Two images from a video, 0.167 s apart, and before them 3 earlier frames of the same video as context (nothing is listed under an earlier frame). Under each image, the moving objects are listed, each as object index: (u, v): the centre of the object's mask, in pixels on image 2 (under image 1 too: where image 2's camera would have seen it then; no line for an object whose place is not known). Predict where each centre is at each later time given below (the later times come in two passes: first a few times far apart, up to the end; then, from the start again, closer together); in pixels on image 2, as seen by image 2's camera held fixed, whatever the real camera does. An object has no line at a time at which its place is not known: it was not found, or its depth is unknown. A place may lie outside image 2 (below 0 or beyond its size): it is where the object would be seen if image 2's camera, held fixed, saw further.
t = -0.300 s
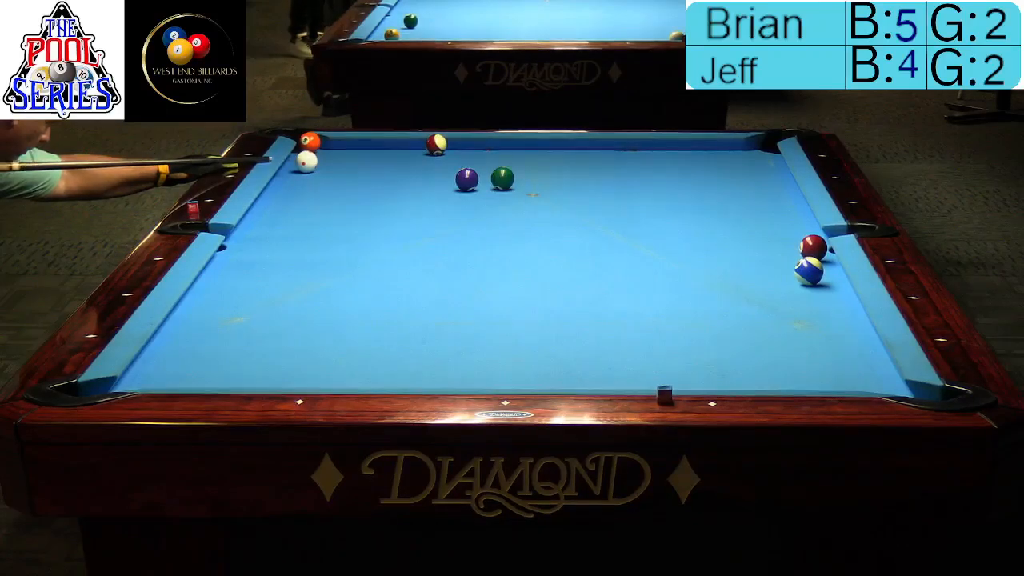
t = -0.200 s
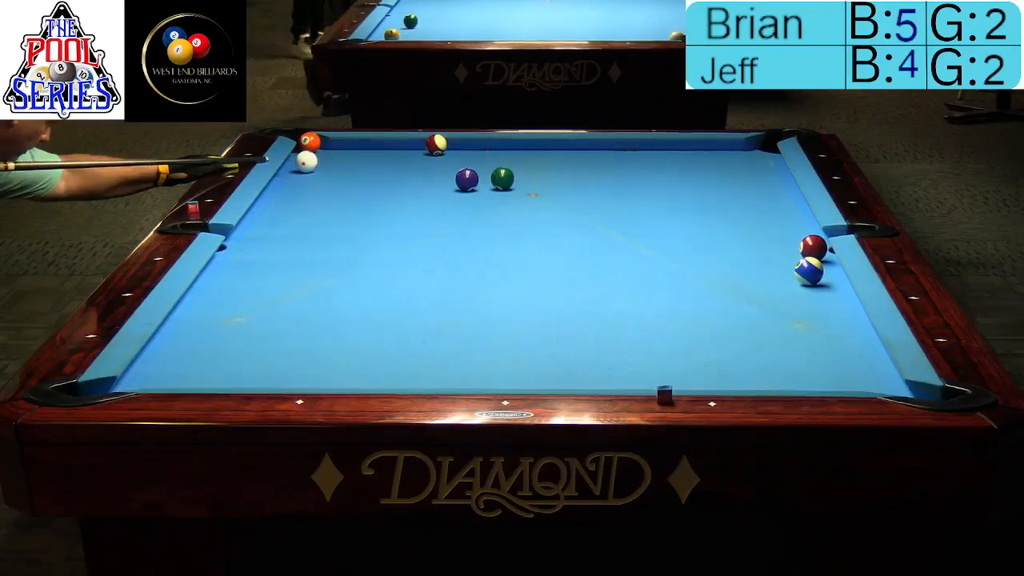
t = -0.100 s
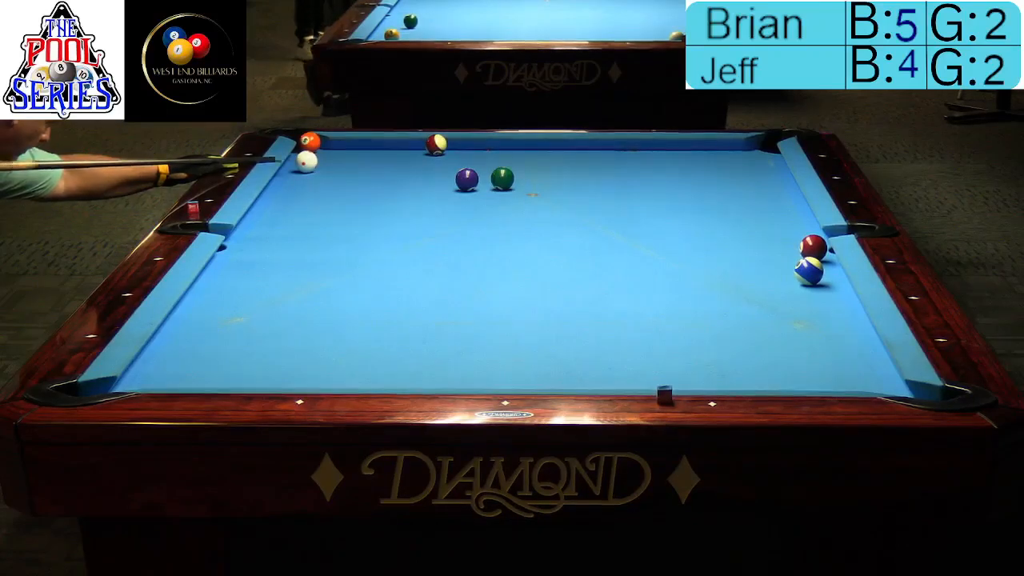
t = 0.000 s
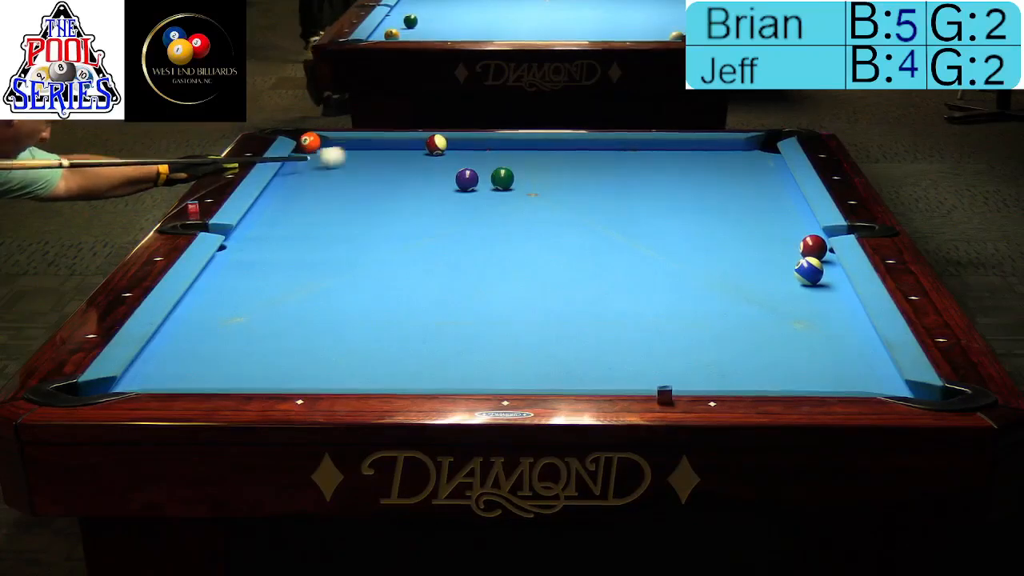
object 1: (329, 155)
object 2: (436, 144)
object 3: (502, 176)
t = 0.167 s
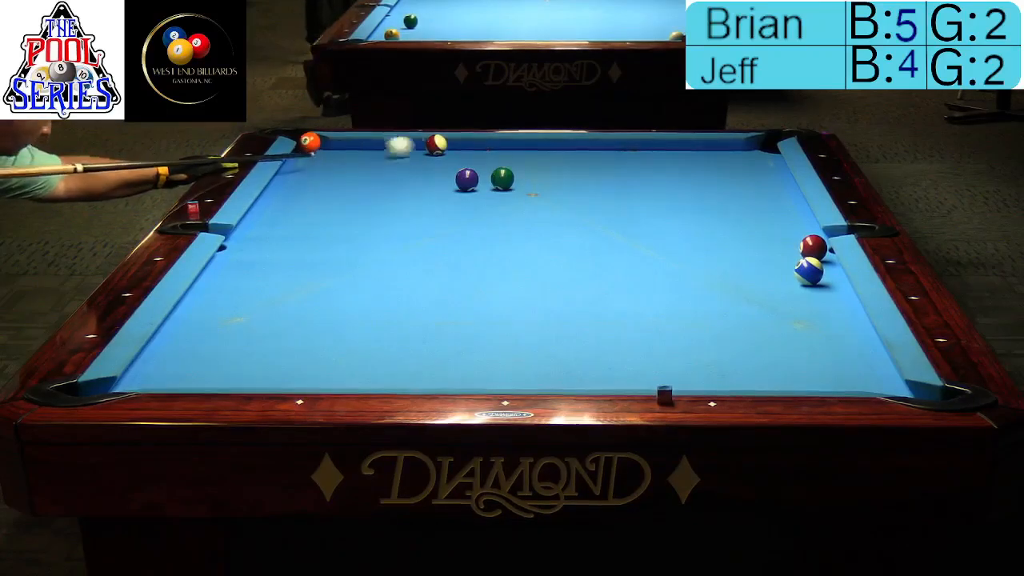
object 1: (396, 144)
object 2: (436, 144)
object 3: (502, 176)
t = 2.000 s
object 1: (521, 180)
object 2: (763, 147)
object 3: (562, 204)
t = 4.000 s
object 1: (523, 181)
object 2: (623, 148)
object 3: (655, 246)
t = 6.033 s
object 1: (523, 180)
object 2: (605, 146)
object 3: (682, 258)
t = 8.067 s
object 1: (523, 180)
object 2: (605, 146)
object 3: (681, 258)
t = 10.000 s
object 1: (523, 180)
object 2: (605, 147)
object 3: (681, 258)
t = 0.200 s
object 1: (411, 143)
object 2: (436, 144)
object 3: (502, 176)
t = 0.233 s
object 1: (417, 142)
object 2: (443, 144)
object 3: (502, 176)
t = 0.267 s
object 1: (419, 143)
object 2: (452, 145)
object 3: (502, 176)
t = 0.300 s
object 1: (422, 144)
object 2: (459, 145)
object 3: (502, 176)
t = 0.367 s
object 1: (429, 147)
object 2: (471, 145)
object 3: (502, 177)
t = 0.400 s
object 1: (432, 149)
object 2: (477, 145)
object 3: (502, 177)
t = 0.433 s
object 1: (436, 150)
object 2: (486, 145)
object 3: (502, 176)
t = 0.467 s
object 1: (439, 152)
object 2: (492, 145)
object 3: (502, 177)
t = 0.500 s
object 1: (443, 153)
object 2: (500, 145)
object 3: (502, 177)
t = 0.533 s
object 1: (446, 154)
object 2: (508, 145)
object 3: (502, 177)
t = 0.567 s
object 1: (450, 156)
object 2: (515, 145)
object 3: (502, 177)
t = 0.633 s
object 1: (456, 158)
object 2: (528, 146)
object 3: (502, 177)
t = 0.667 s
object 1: (460, 159)
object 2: (534, 151)
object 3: (502, 177)
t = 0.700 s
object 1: (463, 160)
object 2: (538, 148)
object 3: (502, 177)
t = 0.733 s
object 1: (467, 160)
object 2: (546, 146)
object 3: (502, 177)
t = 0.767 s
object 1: (471, 162)
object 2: (552, 146)
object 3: (502, 177)
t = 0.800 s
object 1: (475, 163)
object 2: (559, 146)
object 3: (502, 177)
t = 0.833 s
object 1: (479, 166)
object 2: (566, 146)
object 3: (502, 177)
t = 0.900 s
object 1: (484, 169)
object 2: (580, 146)
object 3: (502, 177)
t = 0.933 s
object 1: (486, 170)
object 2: (586, 147)
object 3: (502, 177)
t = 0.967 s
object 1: (488, 171)
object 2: (593, 147)
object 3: (502, 177)
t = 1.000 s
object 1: (491, 172)
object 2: (598, 147)
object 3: (503, 177)
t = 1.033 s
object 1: (493, 172)
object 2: (604, 146)
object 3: (505, 179)
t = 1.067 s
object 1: (494, 173)
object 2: (611, 147)
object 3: (508, 180)
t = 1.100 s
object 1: (496, 173)
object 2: (616, 147)
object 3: (510, 181)
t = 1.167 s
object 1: (499, 174)
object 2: (628, 146)
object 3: (513, 183)
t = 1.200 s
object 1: (500, 175)
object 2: (635, 146)
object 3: (515, 184)
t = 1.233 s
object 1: (501, 175)
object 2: (642, 146)
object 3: (517, 185)
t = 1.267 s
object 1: (503, 175)
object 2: (649, 147)
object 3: (519, 186)
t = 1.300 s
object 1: (504, 176)
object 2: (655, 147)
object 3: (521, 187)
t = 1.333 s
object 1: (505, 176)
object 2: (659, 147)
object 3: (523, 188)
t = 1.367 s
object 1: (506, 177)
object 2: (666, 147)
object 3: (525, 189)
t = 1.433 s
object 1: (509, 177)
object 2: (677, 143)
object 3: (529, 191)
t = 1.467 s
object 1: (510, 178)
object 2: (682, 147)
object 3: (531, 190)
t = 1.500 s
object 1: (510, 178)
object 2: (688, 147)
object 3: (533, 192)
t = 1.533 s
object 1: (511, 178)
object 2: (693, 147)
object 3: (535, 193)
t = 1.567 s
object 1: (512, 178)
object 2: (700, 146)
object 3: (537, 194)
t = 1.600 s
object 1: (513, 179)
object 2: (706, 147)
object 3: (539, 195)
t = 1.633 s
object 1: (513, 179)
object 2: (713, 147)
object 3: (541, 196)
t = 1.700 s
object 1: (515, 179)
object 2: (724, 148)
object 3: (544, 197)
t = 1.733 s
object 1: (515, 179)
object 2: (728, 147)
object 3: (546, 199)
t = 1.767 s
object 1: (516, 179)
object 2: (733, 148)
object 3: (548, 199)
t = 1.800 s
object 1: (517, 179)
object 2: (739, 148)
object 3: (550, 200)
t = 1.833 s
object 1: (518, 179)
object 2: (744, 148)
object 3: (552, 201)
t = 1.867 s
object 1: (518, 179)
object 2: (750, 148)
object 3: (554, 202)
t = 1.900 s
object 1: (519, 180)
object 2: (755, 148)
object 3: (556, 203)
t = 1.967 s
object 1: (520, 180)
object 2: (764, 146)
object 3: (560, 203)
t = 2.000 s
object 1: (521, 180)
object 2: (763, 147)
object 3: (562, 204)
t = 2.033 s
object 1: (521, 180)
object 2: (759, 147)
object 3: (563, 206)
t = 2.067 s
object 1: (521, 180)
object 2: (756, 147)
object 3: (565, 207)
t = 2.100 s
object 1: (522, 180)
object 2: (753, 148)
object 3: (567, 208)
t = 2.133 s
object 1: (522, 180)
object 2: (750, 148)
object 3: (569, 208)
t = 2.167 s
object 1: (522, 180)
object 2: (747, 148)
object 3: (571, 209)
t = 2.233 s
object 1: (522, 180)
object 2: (740, 148)
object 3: (574, 211)
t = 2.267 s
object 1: (522, 181)
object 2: (738, 148)
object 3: (576, 212)
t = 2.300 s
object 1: (522, 180)
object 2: (734, 148)
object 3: (578, 213)
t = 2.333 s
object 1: (523, 181)
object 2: (731, 148)
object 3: (580, 213)
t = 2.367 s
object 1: (523, 180)
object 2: (728, 148)
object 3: (582, 214)
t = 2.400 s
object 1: (523, 181)
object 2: (725, 148)
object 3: (584, 215)
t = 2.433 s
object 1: (523, 181)
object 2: (722, 149)
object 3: (586, 216)
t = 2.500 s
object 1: (523, 181)
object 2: (717, 148)
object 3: (589, 217)
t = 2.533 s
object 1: (523, 181)
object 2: (714, 148)
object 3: (591, 218)
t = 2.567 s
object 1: (523, 181)
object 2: (711, 148)
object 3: (593, 218)
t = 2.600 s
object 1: (523, 181)
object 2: (707, 148)
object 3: (594, 219)
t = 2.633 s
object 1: (523, 181)
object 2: (705, 148)
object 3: (596, 220)
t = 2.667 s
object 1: (523, 181)
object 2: (701, 148)
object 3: (598, 221)
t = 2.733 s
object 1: (522, 181)
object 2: (696, 148)
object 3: (601, 223)
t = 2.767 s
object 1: (523, 181)
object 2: (693, 148)
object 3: (603, 224)
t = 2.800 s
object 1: (523, 181)
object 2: (691, 148)
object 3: (605, 224)
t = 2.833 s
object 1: (523, 181)
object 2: (688, 148)
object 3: (606, 225)
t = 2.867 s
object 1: (523, 181)
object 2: (686, 149)
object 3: (608, 225)
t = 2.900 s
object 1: (523, 181)
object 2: (684, 148)
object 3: (609, 226)
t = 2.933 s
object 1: (523, 181)
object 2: (681, 148)
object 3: (611, 227)
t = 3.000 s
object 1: (523, 181)
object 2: (677, 148)
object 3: (614, 228)
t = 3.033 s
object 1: (523, 181)
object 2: (675, 148)
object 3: (616, 229)
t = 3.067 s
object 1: (523, 181)
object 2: (672, 148)
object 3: (617, 229)
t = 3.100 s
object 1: (523, 181)
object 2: (669, 148)
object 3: (619, 230)
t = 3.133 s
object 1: (523, 181)
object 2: (667, 148)
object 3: (620, 231)
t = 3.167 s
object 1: (523, 181)
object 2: (665, 149)
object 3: (622, 231)
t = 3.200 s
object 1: (523, 181)
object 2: (663, 148)
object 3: (623, 232)
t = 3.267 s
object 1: (523, 181)
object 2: (659, 148)
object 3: (626, 234)
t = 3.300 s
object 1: (523, 181)
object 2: (657, 149)
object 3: (628, 233)
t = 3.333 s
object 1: (523, 181)
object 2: (655, 148)
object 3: (629, 235)
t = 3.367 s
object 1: (523, 181)
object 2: (653, 148)
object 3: (631, 236)
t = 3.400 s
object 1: (523, 181)
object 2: (651, 148)
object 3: (632, 236)
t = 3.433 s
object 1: (523, 181)
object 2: (650, 148)
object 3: (634, 237)
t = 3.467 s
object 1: (523, 181)
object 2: (648, 148)
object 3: (635, 237)
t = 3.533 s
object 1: (523, 181)
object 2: (644, 148)
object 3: (638, 238)
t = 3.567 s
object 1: (523, 181)
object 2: (643, 148)
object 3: (639, 239)
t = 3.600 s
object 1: (523, 181)
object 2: (641, 148)
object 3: (641, 240)
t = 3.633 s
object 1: (523, 181)
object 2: (639, 148)
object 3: (642, 240)
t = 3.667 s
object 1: (523, 181)
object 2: (637, 148)
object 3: (643, 241)
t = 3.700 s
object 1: (523, 181)
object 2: (636, 148)
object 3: (644, 241)
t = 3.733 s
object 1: (523, 181)
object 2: (634, 148)
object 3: (645, 242)
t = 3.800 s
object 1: (522, 181)
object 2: (631, 148)
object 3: (648, 243)
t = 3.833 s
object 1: (523, 181)
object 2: (630, 148)
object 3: (649, 243)
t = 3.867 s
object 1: (523, 181)
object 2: (628, 148)
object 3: (650, 243)
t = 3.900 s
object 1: (523, 181)
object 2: (627, 148)
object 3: (651, 244)
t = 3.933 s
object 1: (523, 181)
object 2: (626, 148)
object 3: (653, 245)
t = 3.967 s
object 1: (523, 181)
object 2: (624, 148)
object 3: (654, 245)
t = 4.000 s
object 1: (523, 181)
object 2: (623, 148)
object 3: (655, 246)
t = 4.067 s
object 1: (522, 181)
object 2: (621, 148)
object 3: (657, 247)
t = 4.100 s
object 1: (523, 181)
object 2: (620, 148)
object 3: (658, 247)
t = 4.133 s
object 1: (522, 181)
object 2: (619, 149)
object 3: (660, 248)
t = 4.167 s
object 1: (523, 181)
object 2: (618, 148)
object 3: (660, 248)
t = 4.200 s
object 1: (523, 181)
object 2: (617, 148)
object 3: (661, 248)
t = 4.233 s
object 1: (523, 181)
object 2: (616, 149)
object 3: (662, 249)
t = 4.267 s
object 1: (523, 181)
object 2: (615, 148)
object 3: (663, 249)
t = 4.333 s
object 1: (523, 181)
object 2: (614, 148)
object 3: (665, 250)
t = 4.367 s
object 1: (523, 181)
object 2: (613, 148)
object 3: (666, 251)
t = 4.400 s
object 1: (523, 180)
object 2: (612, 148)
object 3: (667, 251)
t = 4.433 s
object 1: (522, 181)
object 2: (611, 148)
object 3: (667, 251)
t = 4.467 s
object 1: (523, 181)
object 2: (611, 148)
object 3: (669, 252)
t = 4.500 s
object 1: (523, 181)
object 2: (610, 148)
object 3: (669, 252)
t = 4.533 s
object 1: (523, 181)
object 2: (610, 148)
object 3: (670, 252)
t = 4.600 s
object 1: (523, 181)
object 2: (608, 148)
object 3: (672, 253)
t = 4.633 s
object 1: (523, 181)
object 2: (608, 148)
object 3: (672, 253)
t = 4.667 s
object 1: (523, 181)
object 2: (607, 148)
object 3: (673, 253)
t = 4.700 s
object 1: (523, 181)
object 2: (607, 147)
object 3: (674, 254)
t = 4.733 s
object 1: (522, 181)
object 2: (606, 148)
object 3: (674, 254)
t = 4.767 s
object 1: (523, 180)
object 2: (606, 147)
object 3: (675, 254)
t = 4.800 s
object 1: (523, 180)
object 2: (606, 147)
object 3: (675, 255)
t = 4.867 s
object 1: (523, 181)
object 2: (605, 147)
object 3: (677, 255)
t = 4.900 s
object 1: (523, 180)
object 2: (605, 147)
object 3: (677, 255)
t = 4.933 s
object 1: (522, 180)
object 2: (605, 147)
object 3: (678, 255)
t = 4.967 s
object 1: (523, 180)
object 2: (605, 147)
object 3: (678, 255)
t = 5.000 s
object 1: (523, 180)
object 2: (605, 147)
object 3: (679, 256)
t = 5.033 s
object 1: (523, 180)
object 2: (605, 147)
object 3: (680, 256)
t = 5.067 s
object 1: (523, 180)
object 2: (605, 147)
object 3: (680, 256)
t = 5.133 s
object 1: (522, 180)
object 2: (605, 147)
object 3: (680, 257)
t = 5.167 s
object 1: (522, 180)
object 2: (605, 147)
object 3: (681, 257)
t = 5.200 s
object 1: (523, 180)
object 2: (605, 147)
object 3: (681, 257)
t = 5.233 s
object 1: (523, 180)
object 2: (605, 147)
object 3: (681, 257)
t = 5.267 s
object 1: (522, 180)
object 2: (605, 147)
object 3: (681, 257)
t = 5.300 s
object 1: (523, 180)
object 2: (605, 147)
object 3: (681, 257)
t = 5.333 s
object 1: (523, 180)
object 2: (605, 147)
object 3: (681, 257)
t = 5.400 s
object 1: (523, 180)
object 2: (605, 147)
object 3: (682, 257)
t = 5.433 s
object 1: (523, 180)
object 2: (605, 147)
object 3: (682, 257)
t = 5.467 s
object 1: (522, 180)
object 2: (605, 147)
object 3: (682, 258)
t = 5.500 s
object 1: (522, 180)
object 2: (605, 146)
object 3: (682, 258)
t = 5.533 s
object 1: (523, 180)
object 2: (605, 147)
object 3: (682, 258)
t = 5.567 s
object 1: (522, 180)
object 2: (605, 147)
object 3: (682, 258)
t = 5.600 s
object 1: (522, 180)
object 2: (605, 146)
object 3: (682, 258)
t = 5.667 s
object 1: (523, 180)
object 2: (605, 146)
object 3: (682, 258)
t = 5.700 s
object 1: (523, 180)
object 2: (605, 146)
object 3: (682, 258)
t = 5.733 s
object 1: (523, 180)
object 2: (605, 146)
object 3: (682, 258)
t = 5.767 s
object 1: (523, 180)
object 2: (605, 146)
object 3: (682, 258)
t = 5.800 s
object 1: (523, 180)
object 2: (605, 146)
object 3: (682, 258)
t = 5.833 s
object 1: (523, 180)
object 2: (605, 146)
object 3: (682, 258)
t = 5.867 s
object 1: (523, 180)
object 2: (605, 146)
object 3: (682, 258)
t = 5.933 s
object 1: (523, 180)
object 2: (605, 146)
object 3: (682, 258)
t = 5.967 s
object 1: (523, 180)
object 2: (605, 146)
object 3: (682, 258)
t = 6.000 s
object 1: (523, 180)
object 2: (605, 146)
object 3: (682, 258)
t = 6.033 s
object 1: (523, 180)
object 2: (605, 146)
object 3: (682, 258)
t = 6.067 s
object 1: (523, 180)
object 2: (605, 146)
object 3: (682, 258)
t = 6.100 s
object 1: (523, 180)
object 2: (605, 146)
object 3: (682, 258)
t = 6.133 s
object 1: (523, 180)
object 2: (605, 146)
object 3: (682, 258)
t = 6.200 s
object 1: (523, 180)
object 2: (605, 146)
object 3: (682, 258)
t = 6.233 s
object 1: (523, 180)
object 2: (605, 146)
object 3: (682, 258)
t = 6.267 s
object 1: (523, 180)
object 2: (605, 146)
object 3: (682, 258)
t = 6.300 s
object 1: (523, 180)
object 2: (605, 146)
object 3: (682, 258)
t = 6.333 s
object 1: (523, 180)
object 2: (605, 146)
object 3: (682, 258)
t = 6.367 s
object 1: (523, 180)
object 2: (605, 146)
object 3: (682, 258)
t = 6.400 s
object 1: (523, 180)
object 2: (605, 146)
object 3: (682, 258)
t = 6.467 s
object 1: (523, 180)
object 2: (605, 146)
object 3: (682, 258)
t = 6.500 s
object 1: (523, 180)
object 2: (605, 146)
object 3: (682, 258)
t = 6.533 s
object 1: (523, 179)
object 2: (605, 146)
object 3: (682, 258)
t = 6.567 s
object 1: (523, 180)
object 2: (605, 146)
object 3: (682, 258)
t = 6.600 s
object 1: (523, 180)
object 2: (605, 146)
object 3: (682, 258)
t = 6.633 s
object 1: (523, 180)
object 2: (605, 146)
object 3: (682, 258)
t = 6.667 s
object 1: (523, 180)
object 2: (605, 146)
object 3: (682, 258)
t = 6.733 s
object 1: (523, 180)
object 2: (605, 146)
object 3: (682, 257)
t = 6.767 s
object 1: (523, 180)
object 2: (605, 146)
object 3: (682, 257)
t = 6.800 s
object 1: (523, 180)
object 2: (605, 146)
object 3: (682, 258)
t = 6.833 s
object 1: (523, 180)
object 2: (605, 146)
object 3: (682, 257)
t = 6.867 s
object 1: (523, 180)
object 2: (605, 146)
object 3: (682, 258)
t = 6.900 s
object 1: (523, 180)
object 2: (605, 146)
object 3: (682, 257)
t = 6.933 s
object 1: (523, 180)
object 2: (605, 146)
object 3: (682, 257)
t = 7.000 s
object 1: (523, 179)
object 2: (605, 146)
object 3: (682, 257)
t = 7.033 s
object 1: (523, 180)
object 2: (605, 146)
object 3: (682, 257)
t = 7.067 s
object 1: (523, 180)
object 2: (605, 146)
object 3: (682, 258)
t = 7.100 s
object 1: (523, 180)
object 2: (605, 146)
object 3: (682, 258)
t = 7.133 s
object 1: (523, 180)
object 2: (605, 146)
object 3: (682, 258)
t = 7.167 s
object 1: (523, 180)
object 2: (605, 146)
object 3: (682, 258)
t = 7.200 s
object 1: (523, 180)
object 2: (605, 146)
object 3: (682, 257)
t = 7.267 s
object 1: (523, 180)
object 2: (605, 146)
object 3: (682, 257)
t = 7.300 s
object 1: (523, 180)
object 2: (605, 146)
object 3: (682, 258)
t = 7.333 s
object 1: (523, 180)
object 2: (605, 146)
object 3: (682, 257)
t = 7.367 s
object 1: (523, 180)
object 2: (605, 146)
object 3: (682, 257)
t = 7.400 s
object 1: (523, 180)
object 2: (605, 146)
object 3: (682, 258)
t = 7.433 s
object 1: (523, 180)
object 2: (605, 146)
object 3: (682, 257)
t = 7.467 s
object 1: (523, 180)
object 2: (605, 146)
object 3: (682, 258)
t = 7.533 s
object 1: (523, 180)
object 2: (605, 146)
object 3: (682, 258)
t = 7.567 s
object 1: (523, 180)
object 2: (605, 146)
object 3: (682, 258)
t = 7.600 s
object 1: (523, 180)
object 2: (605, 146)
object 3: (682, 258)
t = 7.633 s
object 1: (523, 180)
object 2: (605, 146)
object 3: (682, 257)
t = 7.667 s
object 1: (523, 180)
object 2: (605, 146)
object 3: (682, 257)
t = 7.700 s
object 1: (523, 180)
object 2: (605, 146)
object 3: (682, 258)
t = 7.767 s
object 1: (523, 180)
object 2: (605, 146)
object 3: (682, 257)
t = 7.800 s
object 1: (523, 180)
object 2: (605, 146)
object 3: (682, 258)
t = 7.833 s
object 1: (523, 180)
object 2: (605, 146)
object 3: (682, 258)
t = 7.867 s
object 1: (523, 180)
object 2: (605, 146)
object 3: (682, 257)
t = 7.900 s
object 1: (523, 180)
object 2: (605, 146)
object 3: (682, 257)
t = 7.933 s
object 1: (523, 180)
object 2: (605, 146)
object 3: (682, 257)
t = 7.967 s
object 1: (523, 180)
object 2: (605, 146)
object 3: (682, 257)
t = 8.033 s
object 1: (523, 180)
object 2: (605, 146)
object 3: (682, 258)
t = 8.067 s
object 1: (523, 180)
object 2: (605, 146)
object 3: (681, 258)
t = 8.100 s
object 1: (523, 180)
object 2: (605, 146)
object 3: (682, 258)
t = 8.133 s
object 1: (523, 180)
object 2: (605, 146)
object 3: (682, 257)
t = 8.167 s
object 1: (523, 180)
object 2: (605, 146)
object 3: (682, 258)
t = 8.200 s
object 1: (523, 180)
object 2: (605, 146)
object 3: (682, 258)
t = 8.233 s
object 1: (523, 180)
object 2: (605, 146)
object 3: (682, 257)
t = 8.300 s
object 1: (523, 180)
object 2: (605, 146)
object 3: (682, 258)
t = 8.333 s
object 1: (523, 180)
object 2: (605, 146)
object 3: (681, 258)
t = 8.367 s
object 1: (523, 180)
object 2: (605, 146)
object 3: (682, 257)
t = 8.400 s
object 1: (523, 180)
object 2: (605, 146)
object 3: (682, 258)
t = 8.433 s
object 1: (523, 180)
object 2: (605, 146)
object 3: (682, 257)
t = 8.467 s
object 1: (523, 180)
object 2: (605, 146)
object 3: (682, 258)
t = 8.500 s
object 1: (523, 180)
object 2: (605, 146)
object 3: (682, 257)
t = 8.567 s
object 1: (523, 180)
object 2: (605, 146)
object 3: (681, 258)
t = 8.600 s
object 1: (523, 180)
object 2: (605, 146)
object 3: (682, 257)
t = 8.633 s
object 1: (523, 180)
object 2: (605, 146)
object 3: (681, 258)
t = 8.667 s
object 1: (523, 180)
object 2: (605, 146)
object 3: (682, 257)
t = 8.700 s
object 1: (523, 180)
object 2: (605, 146)
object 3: (681, 258)
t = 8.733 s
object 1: (523, 180)
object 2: (605, 146)
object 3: (681, 258)
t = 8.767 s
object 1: (523, 180)
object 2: (605, 146)
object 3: (681, 257)
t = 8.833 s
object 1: (523, 180)
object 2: (605, 146)
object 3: (682, 257)
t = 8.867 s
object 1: (523, 180)
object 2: (605, 146)
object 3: (682, 258)
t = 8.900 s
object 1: (523, 180)
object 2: (605, 146)
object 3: (682, 257)
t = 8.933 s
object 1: (523, 180)
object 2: (605, 146)
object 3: (682, 258)
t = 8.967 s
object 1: (523, 180)
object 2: (605, 146)
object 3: (682, 257)
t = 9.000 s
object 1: (523, 180)
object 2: (605, 146)
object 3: (681, 257)
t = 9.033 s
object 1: (523, 180)
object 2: (605, 147)
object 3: (682, 258)
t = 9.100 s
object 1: (523, 180)
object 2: (605, 146)
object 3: (682, 257)
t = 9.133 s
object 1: (523, 180)
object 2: (605, 146)
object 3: (682, 258)
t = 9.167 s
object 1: (523, 180)
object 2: (605, 147)
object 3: (682, 258)
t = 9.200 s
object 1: (523, 180)
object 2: (605, 147)
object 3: (681, 258)
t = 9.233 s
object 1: (523, 180)
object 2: (605, 147)
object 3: (682, 258)
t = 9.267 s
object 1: (523, 180)
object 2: (605, 147)
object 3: (682, 258)
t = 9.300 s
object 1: (523, 180)
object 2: (605, 147)
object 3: (682, 258)
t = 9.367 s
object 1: (523, 180)
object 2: (605, 147)
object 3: (682, 258)
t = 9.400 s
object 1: (523, 180)
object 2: (605, 146)
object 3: (682, 258)
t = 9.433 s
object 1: (523, 180)
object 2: (605, 146)
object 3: (682, 258)
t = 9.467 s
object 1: (523, 180)
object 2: (605, 146)
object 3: (682, 258)
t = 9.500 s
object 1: (523, 180)
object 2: (605, 147)
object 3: (682, 258)
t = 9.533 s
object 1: (523, 180)
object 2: (605, 147)
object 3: (682, 257)
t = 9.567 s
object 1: (523, 180)
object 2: (605, 147)
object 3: (682, 258)
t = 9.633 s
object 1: (523, 180)
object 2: (605, 147)
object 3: (682, 258)
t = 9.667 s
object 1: (523, 180)
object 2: (605, 147)
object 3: (682, 258)
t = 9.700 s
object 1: (523, 180)
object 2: (605, 147)
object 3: (682, 258)
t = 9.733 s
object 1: (523, 180)
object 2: (605, 147)
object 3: (682, 258)
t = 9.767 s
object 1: (523, 180)
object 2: (605, 147)
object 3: (682, 258)
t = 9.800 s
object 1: (523, 180)
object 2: (605, 147)
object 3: (682, 258)
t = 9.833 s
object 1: (523, 180)
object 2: (605, 147)
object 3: (682, 258)
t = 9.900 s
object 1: (523, 180)
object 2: (605, 147)
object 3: (681, 258)
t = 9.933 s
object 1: (523, 180)
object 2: (605, 147)
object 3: (681, 257)
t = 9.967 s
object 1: (523, 180)
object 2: (605, 147)
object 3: (681, 258)
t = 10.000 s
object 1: (523, 180)
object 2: (605, 147)
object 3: (681, 258)
